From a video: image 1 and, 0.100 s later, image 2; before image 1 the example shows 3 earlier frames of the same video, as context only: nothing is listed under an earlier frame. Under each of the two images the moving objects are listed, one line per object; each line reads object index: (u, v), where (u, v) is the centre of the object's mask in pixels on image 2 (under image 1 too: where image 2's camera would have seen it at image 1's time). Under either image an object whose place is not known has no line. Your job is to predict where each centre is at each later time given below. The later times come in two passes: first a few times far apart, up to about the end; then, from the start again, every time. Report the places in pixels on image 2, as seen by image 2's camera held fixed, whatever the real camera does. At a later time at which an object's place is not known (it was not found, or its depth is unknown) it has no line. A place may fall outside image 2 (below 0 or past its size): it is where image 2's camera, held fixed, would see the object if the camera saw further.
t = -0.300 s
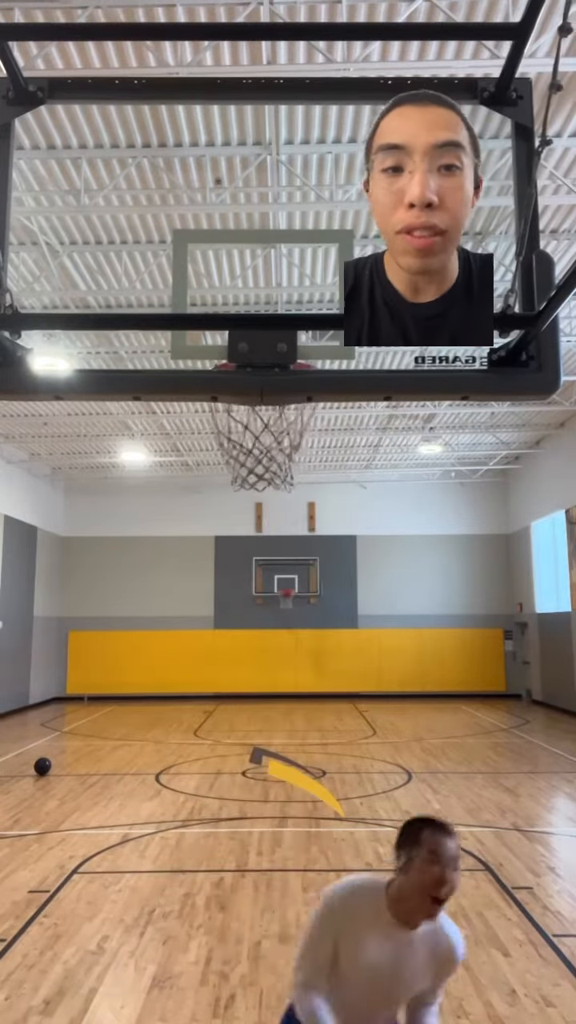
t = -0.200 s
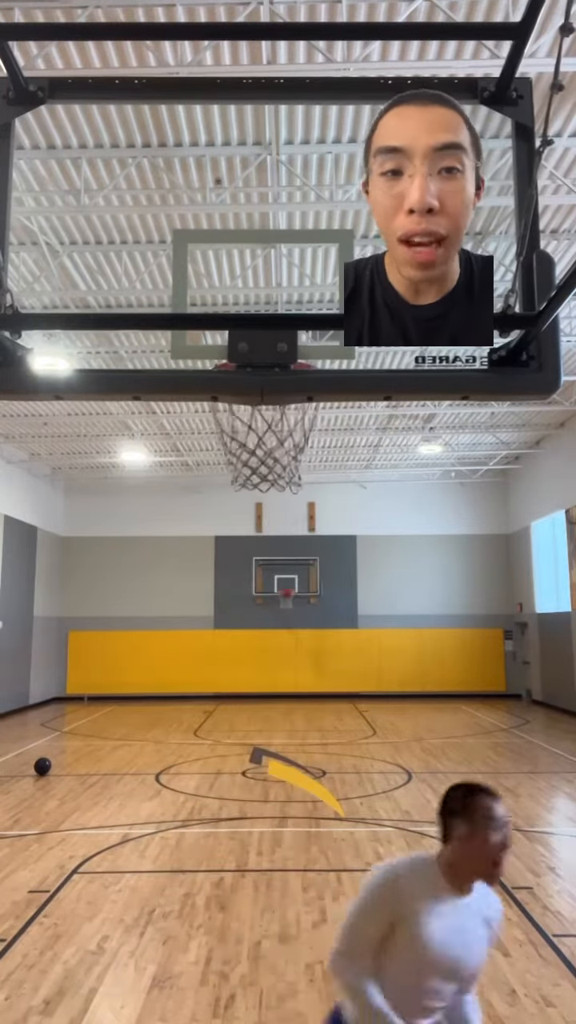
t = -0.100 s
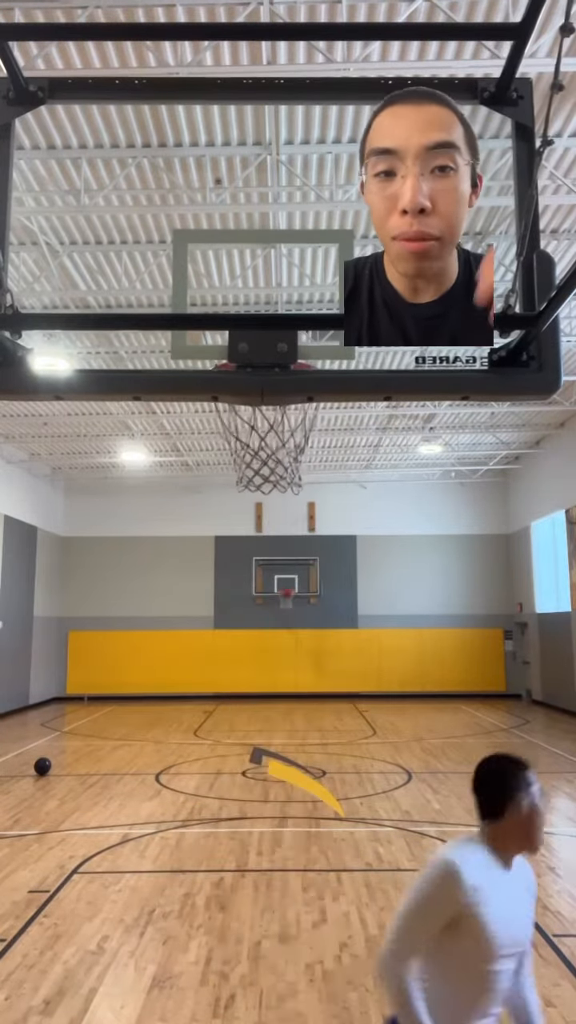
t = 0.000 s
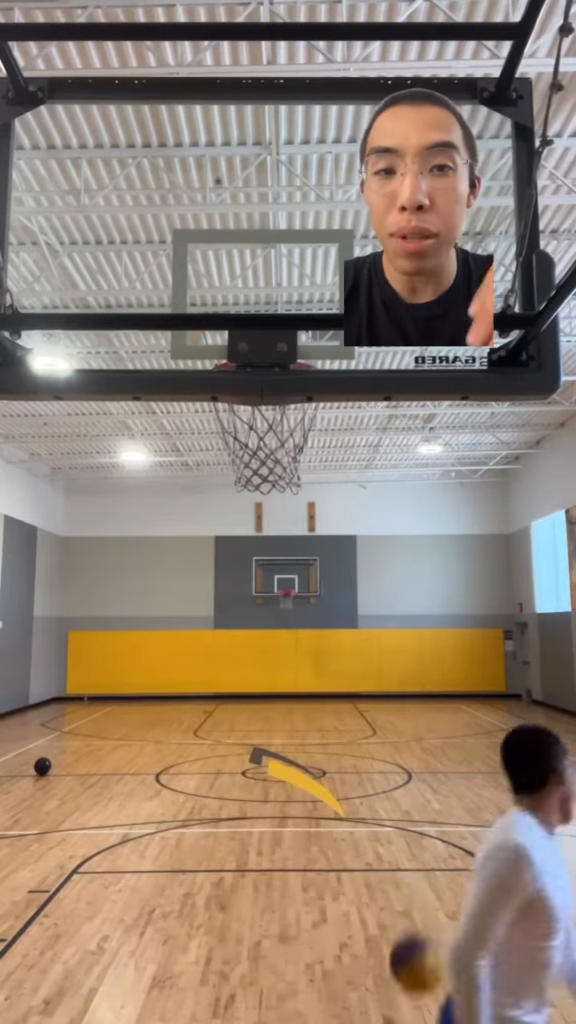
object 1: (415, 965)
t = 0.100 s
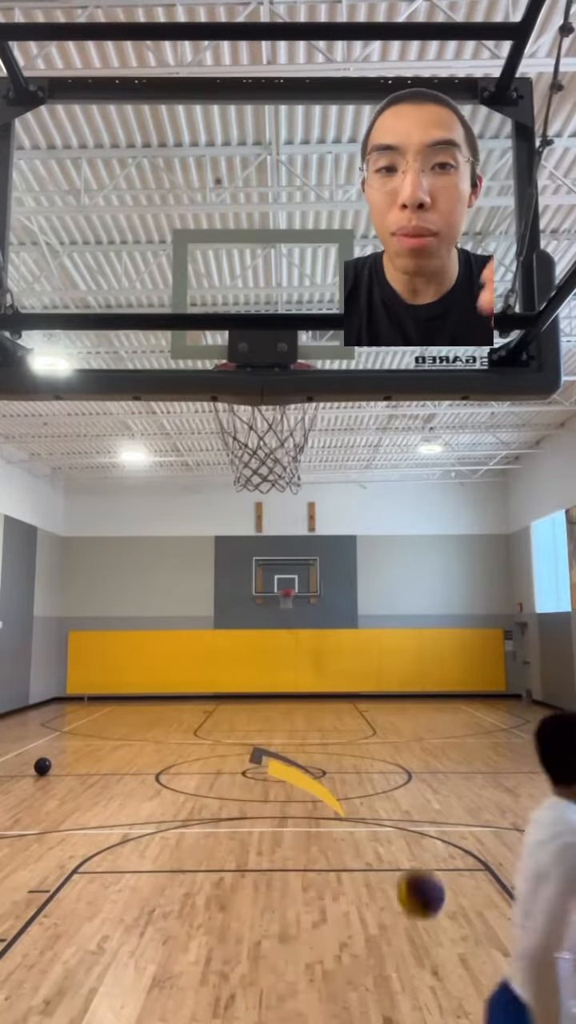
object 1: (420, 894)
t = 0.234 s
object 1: (426, 843)
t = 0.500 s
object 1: (439, 851)
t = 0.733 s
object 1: (448, 879)
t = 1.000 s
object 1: (450, 807)
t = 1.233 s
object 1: (454, 821)
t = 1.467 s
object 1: (455, 803)
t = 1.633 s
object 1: (454, 787)
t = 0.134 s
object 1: (422, 875)
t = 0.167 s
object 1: (423, 862)
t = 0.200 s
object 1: (424, 850)
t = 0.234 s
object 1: (426, 843)
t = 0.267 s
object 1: (428, 837)
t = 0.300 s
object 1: (430, 833)
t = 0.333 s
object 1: (431, 831)
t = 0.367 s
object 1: (433, 833)
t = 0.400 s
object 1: (435, 834)
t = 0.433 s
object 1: (436, 837)
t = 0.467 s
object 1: (438, 843)
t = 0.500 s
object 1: (439, 851)
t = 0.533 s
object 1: (441, 859)
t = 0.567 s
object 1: (443, 869)
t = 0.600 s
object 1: (444, 881)
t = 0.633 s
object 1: (446, 894)
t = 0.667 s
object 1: (448, 906)
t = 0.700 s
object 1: (449, 899)
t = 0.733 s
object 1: (448, 879)
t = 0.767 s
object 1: (448, 864)
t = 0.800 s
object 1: (447, 851)
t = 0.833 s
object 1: (449, 839)
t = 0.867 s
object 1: (448, 830)
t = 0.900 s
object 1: (449, 822)
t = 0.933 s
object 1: (450, 815)
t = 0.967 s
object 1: (450, 810)
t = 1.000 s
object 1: (450, 807)
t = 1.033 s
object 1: (451, 805)
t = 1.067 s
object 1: (451, 805)
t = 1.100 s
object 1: (451, 806)
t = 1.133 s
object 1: (452, 808)
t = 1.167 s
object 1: (453, 811)
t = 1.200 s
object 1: (454, 816)
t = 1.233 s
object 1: (454, 821)
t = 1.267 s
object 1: (455, 828)
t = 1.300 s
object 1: (455, 836)
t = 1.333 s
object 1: (455, 838)
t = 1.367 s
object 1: (454, 827)
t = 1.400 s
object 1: (455, 818)
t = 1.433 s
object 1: (454, 810)
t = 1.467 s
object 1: (455, 803)
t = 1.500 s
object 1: (455, 797)
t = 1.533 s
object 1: (455, 792)
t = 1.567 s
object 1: (454, 789)
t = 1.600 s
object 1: (455, 788)
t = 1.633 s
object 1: (454, 787)
